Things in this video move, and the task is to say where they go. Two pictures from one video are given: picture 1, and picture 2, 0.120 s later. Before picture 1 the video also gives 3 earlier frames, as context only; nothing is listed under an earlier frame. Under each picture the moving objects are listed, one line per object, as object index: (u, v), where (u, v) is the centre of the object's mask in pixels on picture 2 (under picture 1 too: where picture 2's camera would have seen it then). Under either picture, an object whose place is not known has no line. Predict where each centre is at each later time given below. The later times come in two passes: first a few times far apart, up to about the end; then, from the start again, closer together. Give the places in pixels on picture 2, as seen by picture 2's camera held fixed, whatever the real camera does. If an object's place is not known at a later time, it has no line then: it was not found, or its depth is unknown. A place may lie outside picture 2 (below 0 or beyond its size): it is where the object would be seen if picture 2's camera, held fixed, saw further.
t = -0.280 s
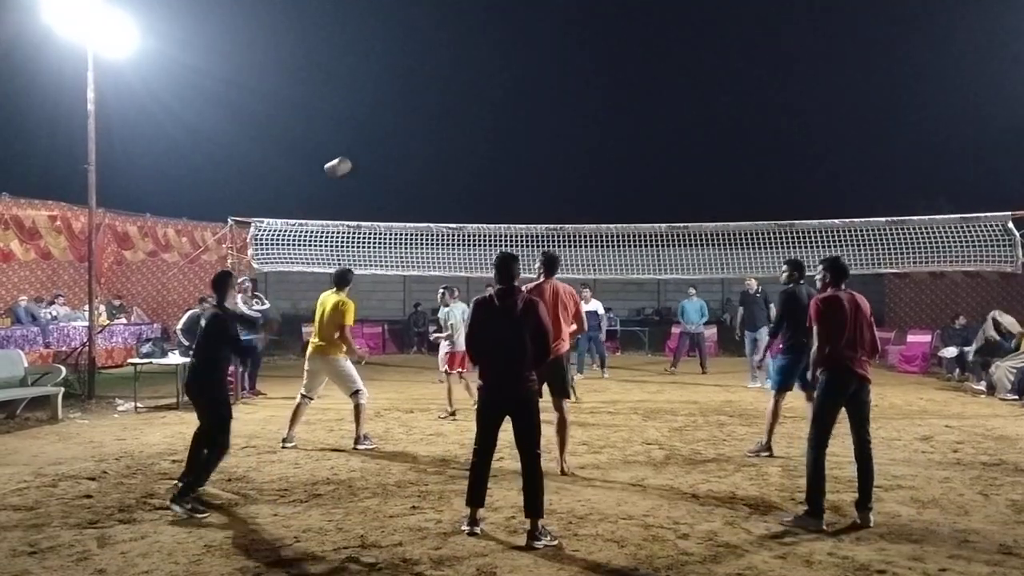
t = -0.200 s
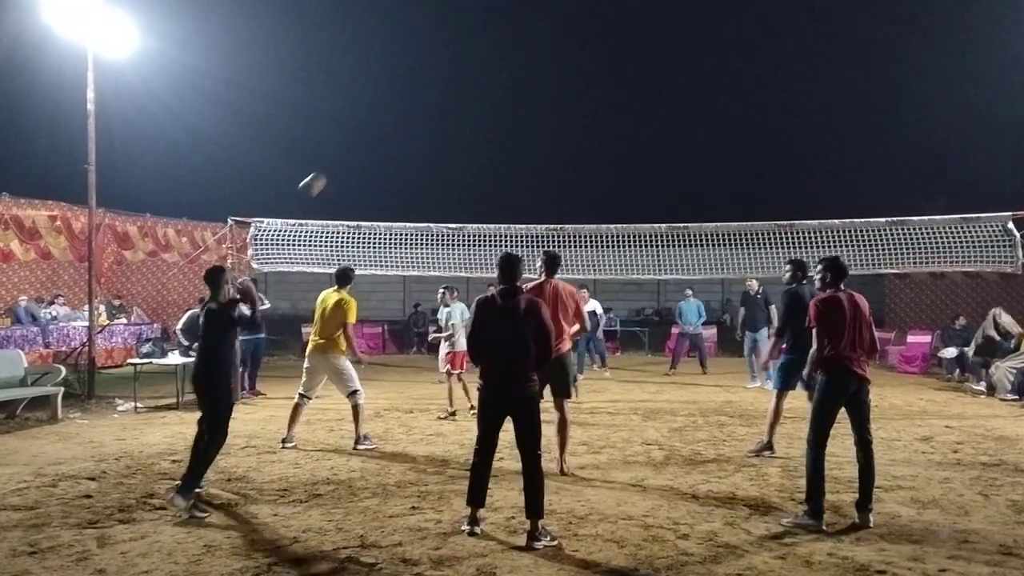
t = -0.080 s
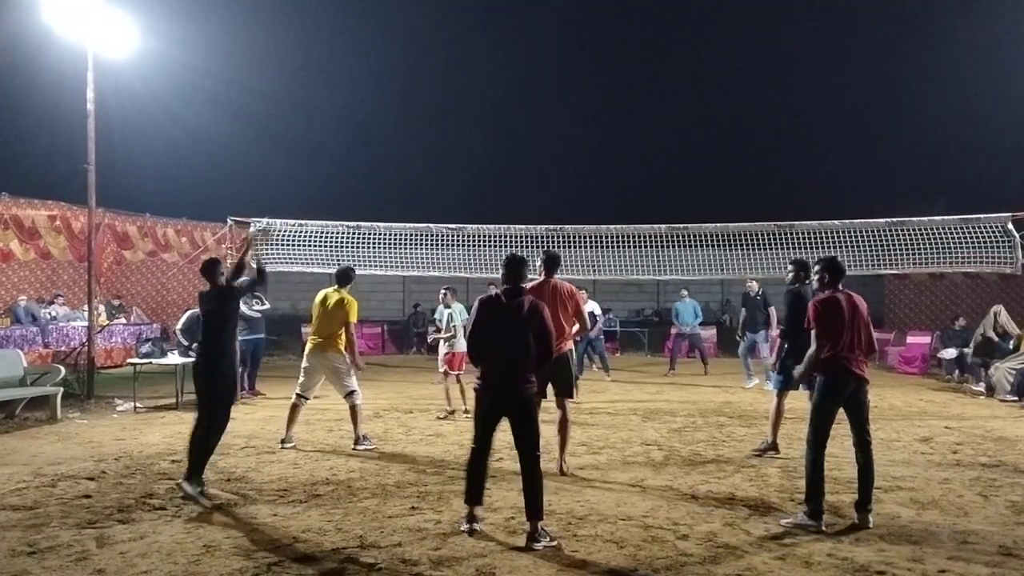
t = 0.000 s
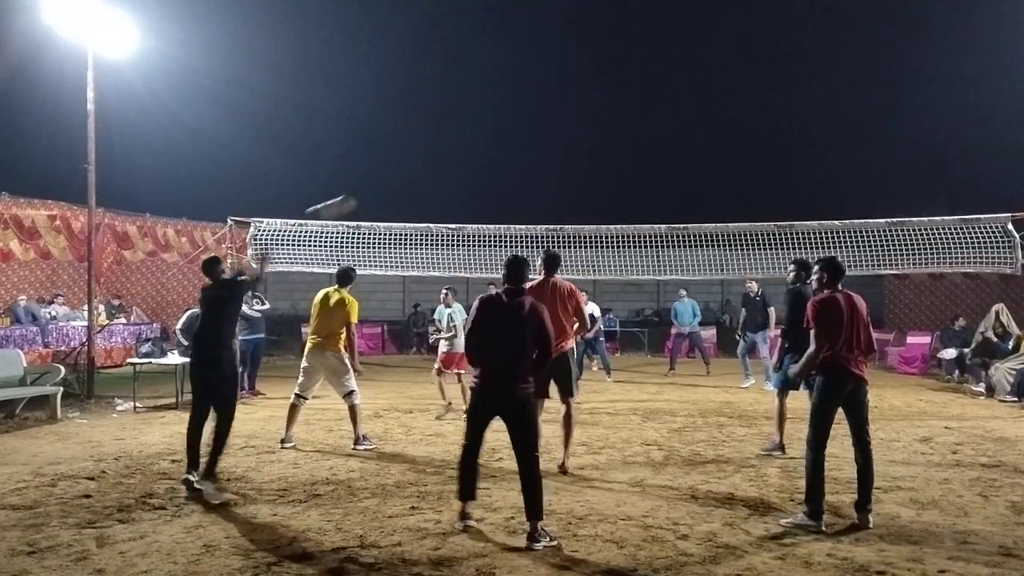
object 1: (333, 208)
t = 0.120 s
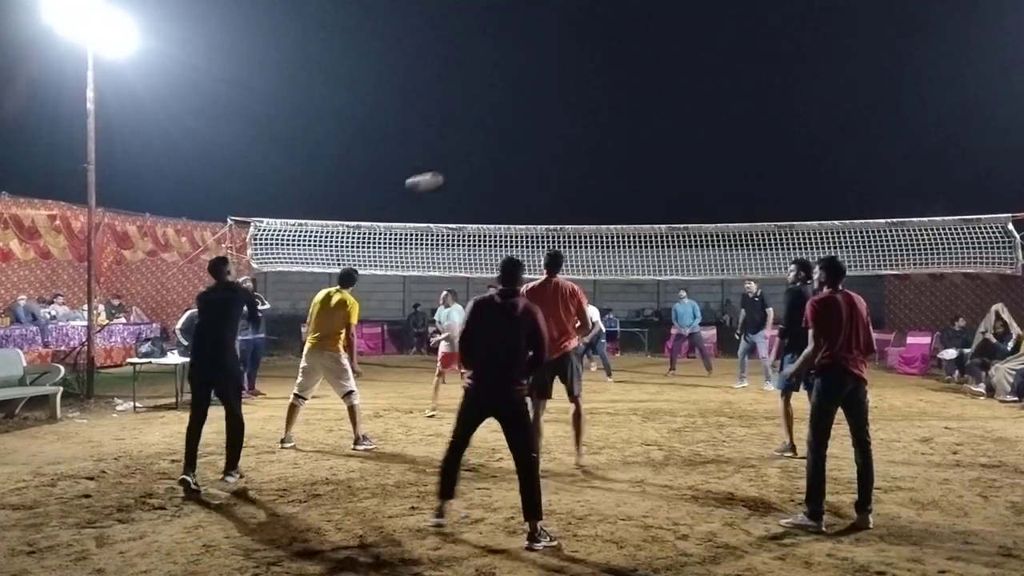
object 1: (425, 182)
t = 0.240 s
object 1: (495, 173)
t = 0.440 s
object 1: (583, 185)
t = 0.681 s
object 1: (658, 222)
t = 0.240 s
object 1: (495, 173)
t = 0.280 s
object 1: (515, 173)
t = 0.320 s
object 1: (534, 174)
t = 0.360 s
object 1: (551, 177)
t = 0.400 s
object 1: (568, 180)
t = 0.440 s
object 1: (583, 185)
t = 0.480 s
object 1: (598, 190)
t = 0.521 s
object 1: (611, 196)
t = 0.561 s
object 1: (624, 202)
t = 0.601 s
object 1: (637, 209)
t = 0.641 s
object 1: (648, 217)
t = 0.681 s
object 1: (658, 222)
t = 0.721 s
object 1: (675, 236)
